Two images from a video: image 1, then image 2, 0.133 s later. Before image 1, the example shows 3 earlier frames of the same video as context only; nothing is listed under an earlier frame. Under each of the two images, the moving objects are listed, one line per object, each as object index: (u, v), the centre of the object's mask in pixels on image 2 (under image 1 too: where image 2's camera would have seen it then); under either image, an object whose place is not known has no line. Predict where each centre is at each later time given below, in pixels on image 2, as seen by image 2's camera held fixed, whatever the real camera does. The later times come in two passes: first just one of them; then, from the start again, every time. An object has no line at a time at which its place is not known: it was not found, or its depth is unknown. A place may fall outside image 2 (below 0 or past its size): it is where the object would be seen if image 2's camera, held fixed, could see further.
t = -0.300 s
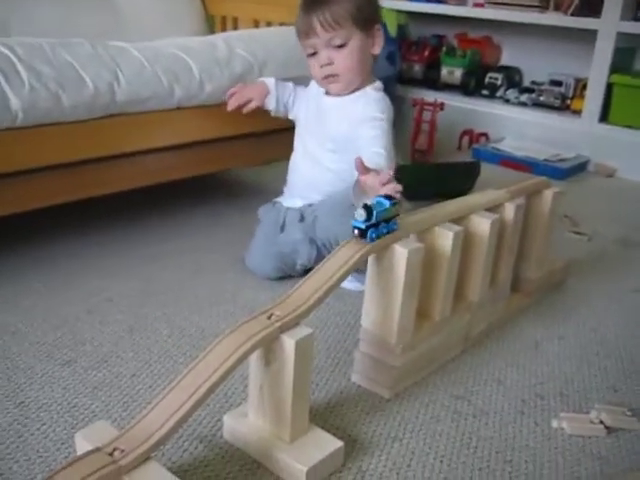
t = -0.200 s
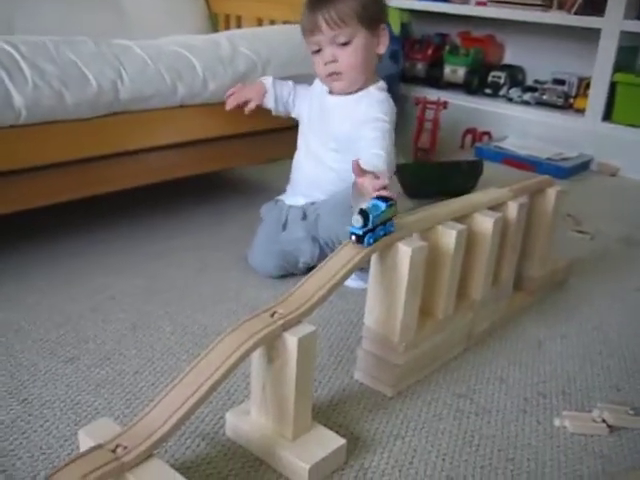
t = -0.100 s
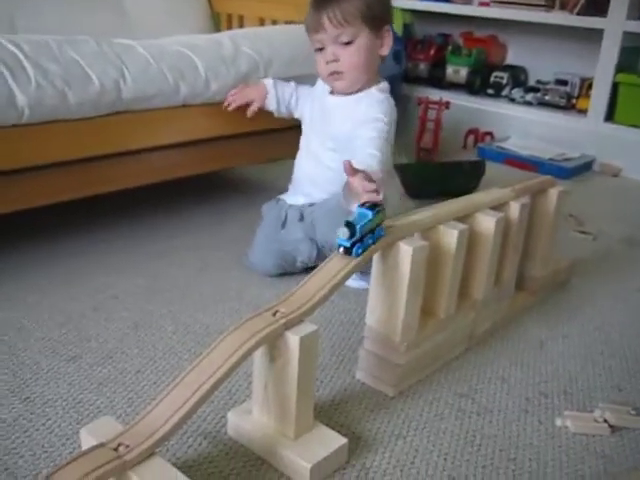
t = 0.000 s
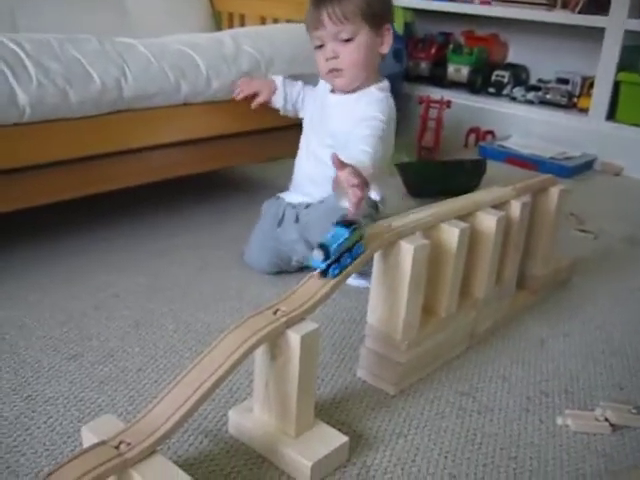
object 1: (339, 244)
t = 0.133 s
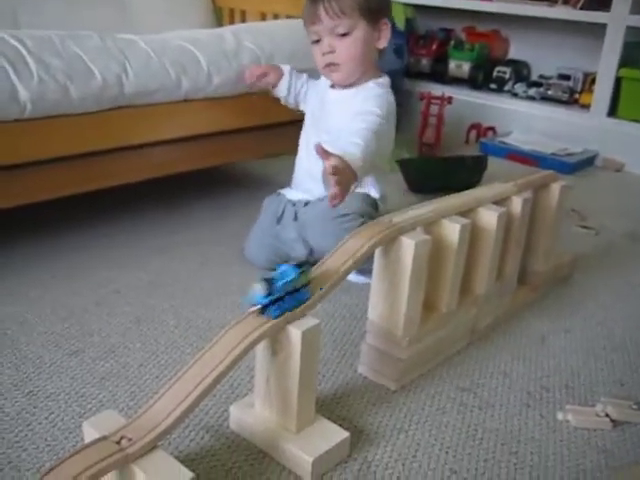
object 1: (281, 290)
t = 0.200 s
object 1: (243, 314)
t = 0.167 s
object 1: (262, 302)
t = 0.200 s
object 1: (243, 314)
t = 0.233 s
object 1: (223, 332)
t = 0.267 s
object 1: (199, 356)
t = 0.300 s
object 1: (168, 386)
